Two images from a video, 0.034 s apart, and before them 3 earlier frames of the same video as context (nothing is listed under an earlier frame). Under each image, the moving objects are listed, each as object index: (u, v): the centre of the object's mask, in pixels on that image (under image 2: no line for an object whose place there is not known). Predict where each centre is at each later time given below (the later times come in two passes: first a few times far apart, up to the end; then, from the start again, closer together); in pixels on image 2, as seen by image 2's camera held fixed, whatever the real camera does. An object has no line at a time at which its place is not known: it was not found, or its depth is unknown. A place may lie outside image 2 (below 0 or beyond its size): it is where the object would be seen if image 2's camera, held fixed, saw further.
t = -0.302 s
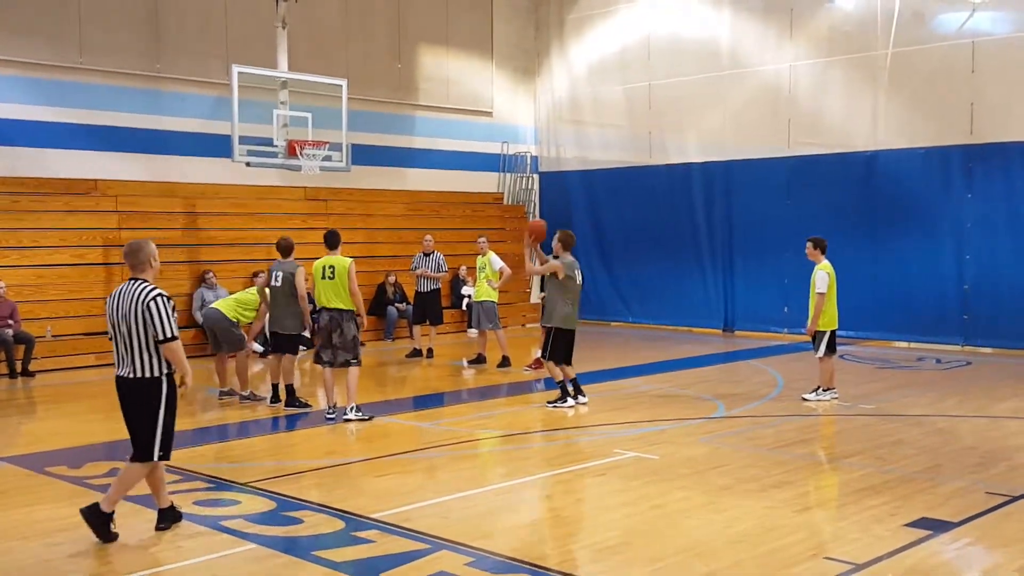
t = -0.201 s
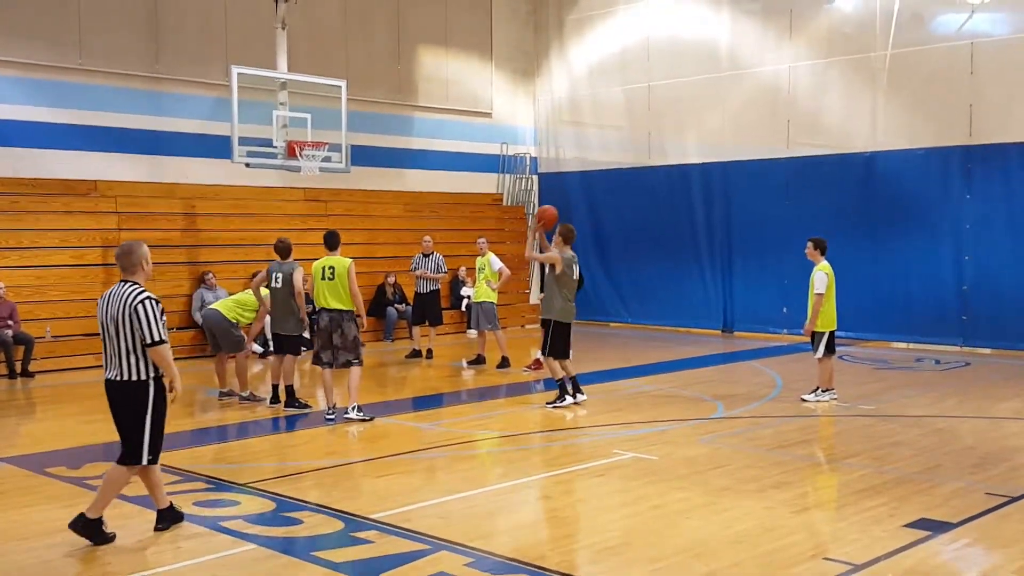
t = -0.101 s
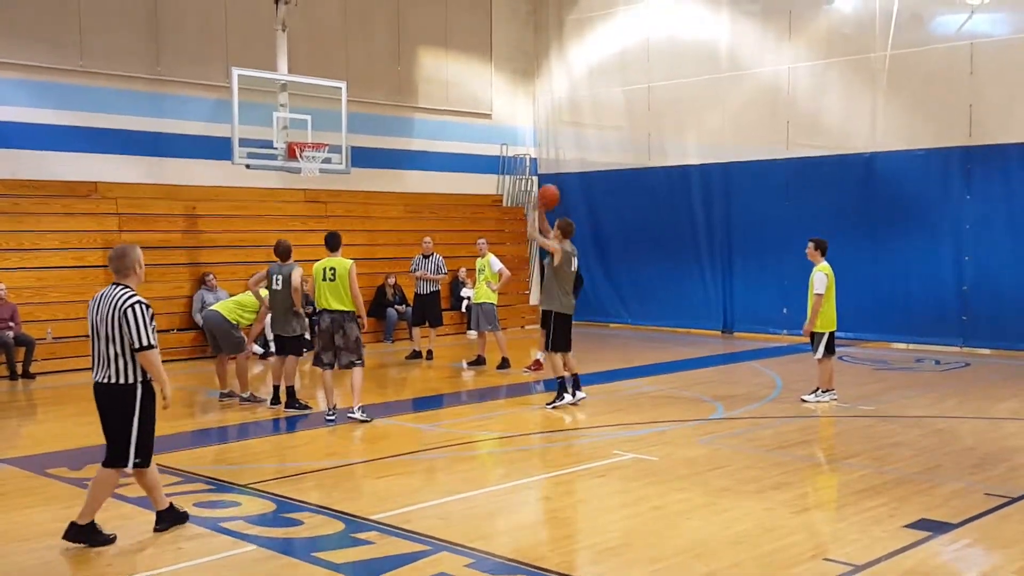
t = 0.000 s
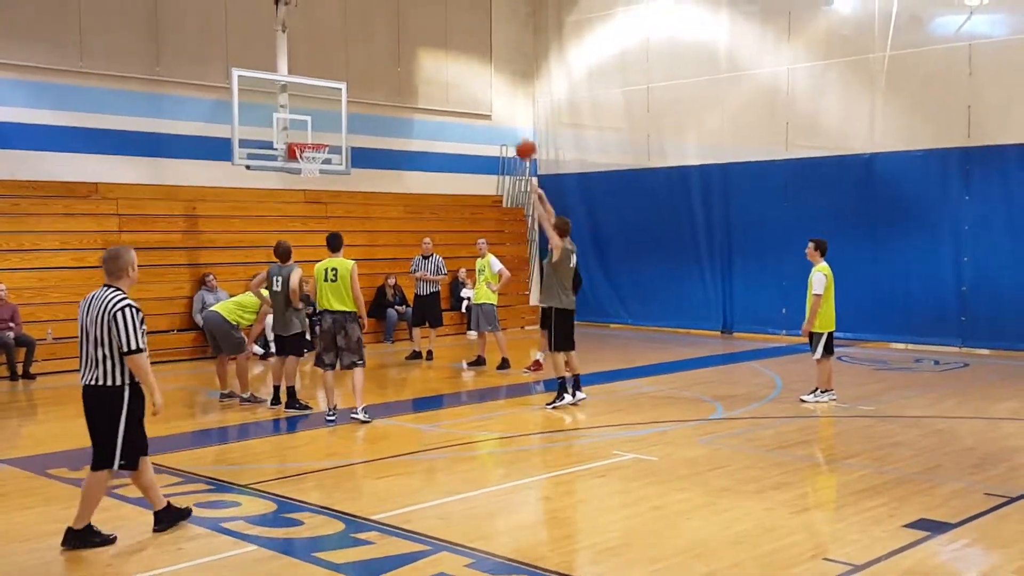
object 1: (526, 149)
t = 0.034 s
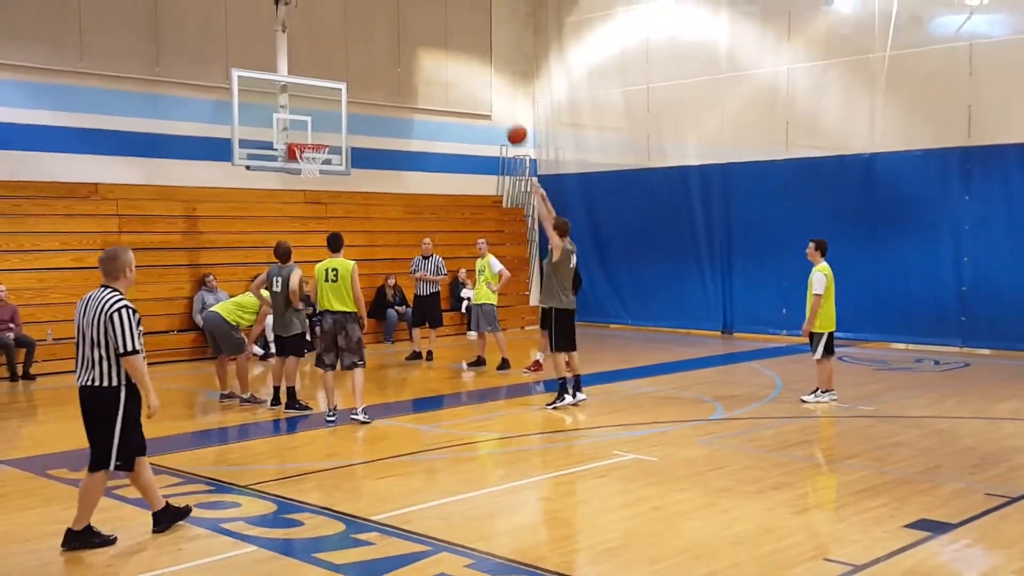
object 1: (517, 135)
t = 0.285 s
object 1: (456, 61)
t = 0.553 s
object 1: (399, 48)
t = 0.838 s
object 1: (347, 95)
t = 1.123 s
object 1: (343, 132)
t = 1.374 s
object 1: (383, 154)
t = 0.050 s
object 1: (512, 128)
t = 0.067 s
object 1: (508, 121)
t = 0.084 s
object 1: (504, 115)
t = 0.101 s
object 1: (499, 109)
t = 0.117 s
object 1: (495, 103)
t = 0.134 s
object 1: (491, 97)
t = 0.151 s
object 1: (487, 92)
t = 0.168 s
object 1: (483, 87)
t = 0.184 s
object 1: (479, 82)
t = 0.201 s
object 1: (475, 78)
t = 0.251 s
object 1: (463, 67)
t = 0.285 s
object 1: (456, 61)
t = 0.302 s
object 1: (452, 58)
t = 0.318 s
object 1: (448, 56)
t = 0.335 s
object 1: (445, 54)
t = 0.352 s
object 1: (441, 52)
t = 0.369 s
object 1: (437, 50)
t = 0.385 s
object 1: (433, 49)
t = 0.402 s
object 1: (430, 47)
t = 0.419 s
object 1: (426, 47)
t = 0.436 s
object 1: (423, 46)
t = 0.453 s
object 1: (419, 46)
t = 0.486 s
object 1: (412, 45)
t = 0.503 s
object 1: (409, 45)
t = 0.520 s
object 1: (406, 46)
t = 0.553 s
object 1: (399, 48)
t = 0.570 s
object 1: (396, 49)
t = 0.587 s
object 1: (393, 50)
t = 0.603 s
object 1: (390, 51)
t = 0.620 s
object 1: (387, 53)
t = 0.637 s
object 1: (383, 55)
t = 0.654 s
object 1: (380, 57)
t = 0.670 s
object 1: (377, 60)
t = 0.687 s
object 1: (373, 62)
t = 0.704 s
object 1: (371, 65)
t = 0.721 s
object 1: (367, 68)
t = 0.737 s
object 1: (364, 71)
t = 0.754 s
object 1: (362, 74)
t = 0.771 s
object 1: (359, 78)
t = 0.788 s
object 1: (356, 82)
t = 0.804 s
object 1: (353, 86)
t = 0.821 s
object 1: (350, 90)
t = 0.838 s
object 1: (347, 95)
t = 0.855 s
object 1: (344, 99)
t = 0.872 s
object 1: (341, 103)
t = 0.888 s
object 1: (339, 109)
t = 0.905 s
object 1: (335, 114)
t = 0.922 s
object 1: (333, 119)
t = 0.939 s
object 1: (330, 124)
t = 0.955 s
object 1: (328, 130)
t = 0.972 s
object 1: (324, 136)
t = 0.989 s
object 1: (323, 140)
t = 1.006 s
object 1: (325, 139)
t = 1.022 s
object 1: (328, 137)
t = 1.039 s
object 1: (330, 136)
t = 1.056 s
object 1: (332, 135)
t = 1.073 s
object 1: (334, 133)
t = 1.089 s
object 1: (337, 132)
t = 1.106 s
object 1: (340, 132)
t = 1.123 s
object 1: (343, 132)
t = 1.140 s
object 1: (345, 131)
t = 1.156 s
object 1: (347, 132)
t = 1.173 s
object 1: (350, 132)
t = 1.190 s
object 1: (353, 132)
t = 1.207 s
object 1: (356, 133)
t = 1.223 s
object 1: (358, 134)
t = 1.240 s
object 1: (360, 135)
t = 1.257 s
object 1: (363, 137)
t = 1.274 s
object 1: (366, 138)
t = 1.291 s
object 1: (369, 141)
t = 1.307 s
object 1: (372, 143)
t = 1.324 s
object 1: (375, 145)
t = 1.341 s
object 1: (377, 148)
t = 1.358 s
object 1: (380, 151)
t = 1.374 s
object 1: (383, 154)
